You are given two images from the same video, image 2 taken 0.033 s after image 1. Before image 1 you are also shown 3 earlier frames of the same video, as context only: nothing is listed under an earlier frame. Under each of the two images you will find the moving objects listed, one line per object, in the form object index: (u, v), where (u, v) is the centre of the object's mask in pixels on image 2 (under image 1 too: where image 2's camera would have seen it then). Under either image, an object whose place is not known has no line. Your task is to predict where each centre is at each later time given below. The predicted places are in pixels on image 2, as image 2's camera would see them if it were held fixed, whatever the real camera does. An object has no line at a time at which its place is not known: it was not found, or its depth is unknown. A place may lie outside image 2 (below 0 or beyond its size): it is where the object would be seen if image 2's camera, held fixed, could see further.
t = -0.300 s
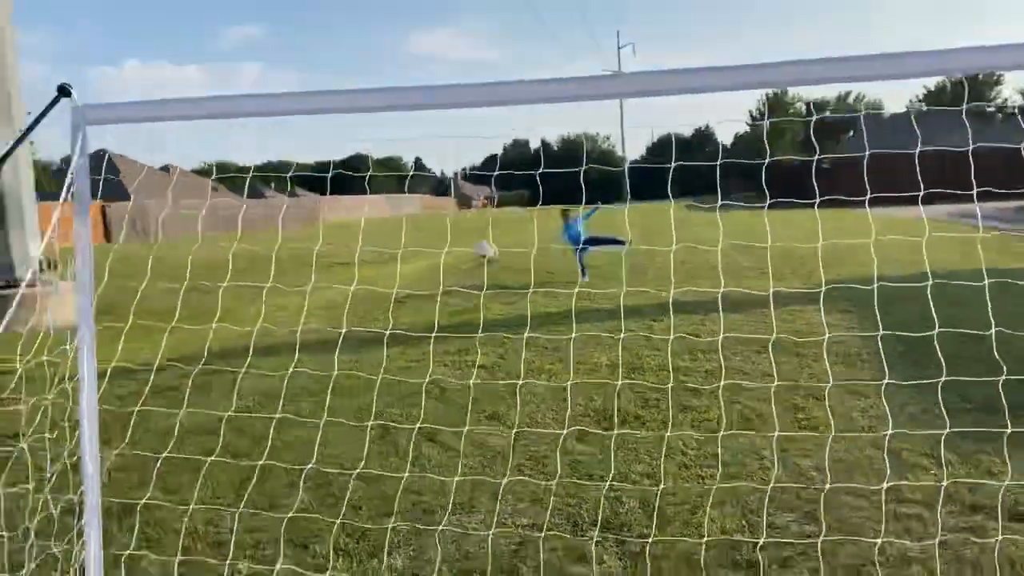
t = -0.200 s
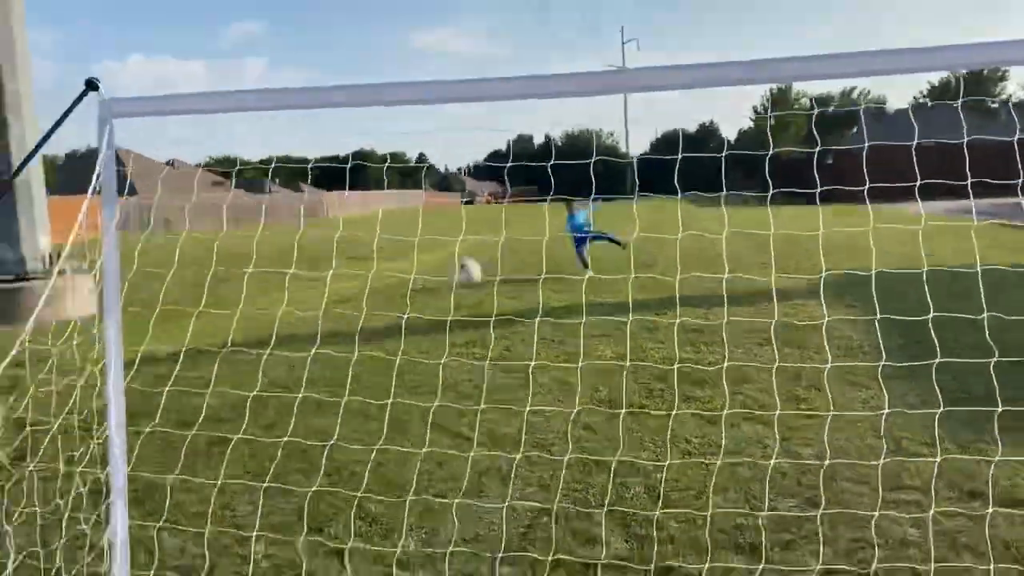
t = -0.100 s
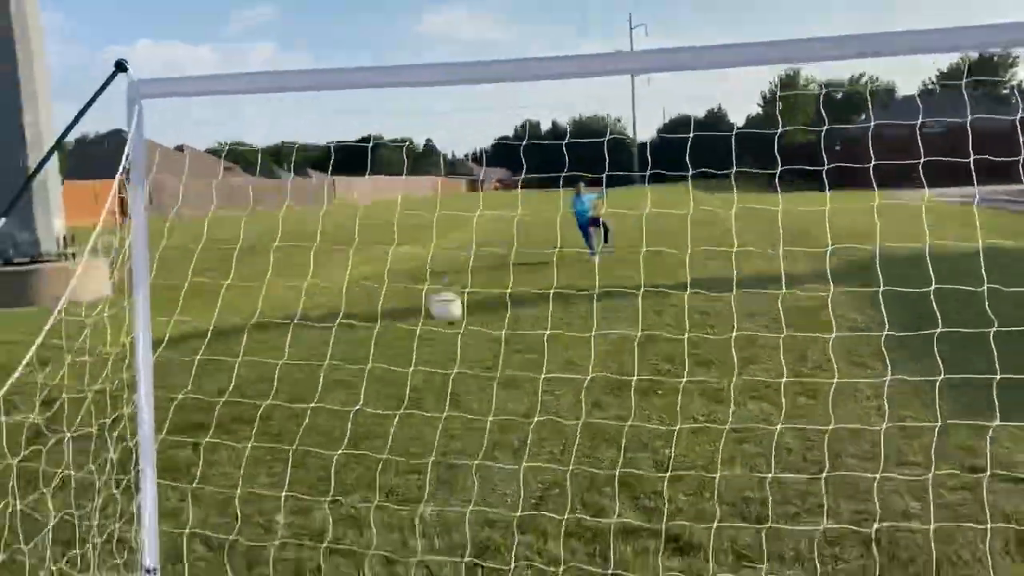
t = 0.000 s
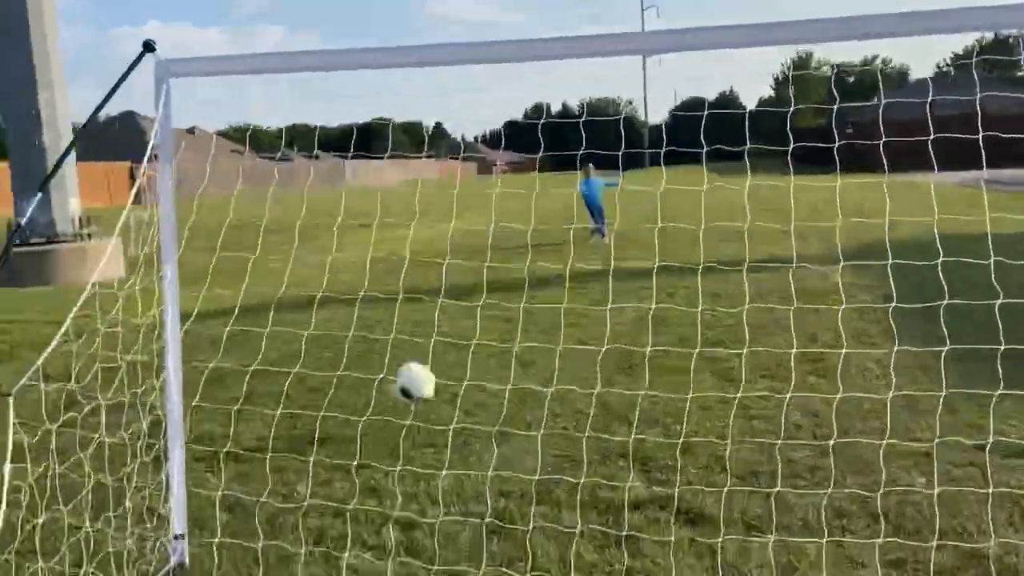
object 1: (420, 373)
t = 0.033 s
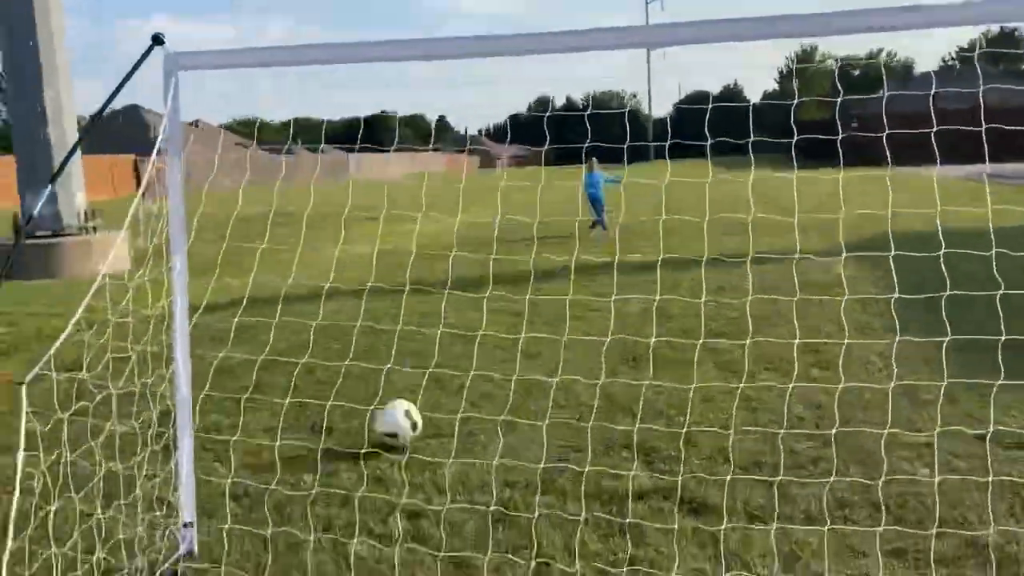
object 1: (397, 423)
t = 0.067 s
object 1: (380, 442)
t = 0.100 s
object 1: (364, 442)
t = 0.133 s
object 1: (345, 446)
